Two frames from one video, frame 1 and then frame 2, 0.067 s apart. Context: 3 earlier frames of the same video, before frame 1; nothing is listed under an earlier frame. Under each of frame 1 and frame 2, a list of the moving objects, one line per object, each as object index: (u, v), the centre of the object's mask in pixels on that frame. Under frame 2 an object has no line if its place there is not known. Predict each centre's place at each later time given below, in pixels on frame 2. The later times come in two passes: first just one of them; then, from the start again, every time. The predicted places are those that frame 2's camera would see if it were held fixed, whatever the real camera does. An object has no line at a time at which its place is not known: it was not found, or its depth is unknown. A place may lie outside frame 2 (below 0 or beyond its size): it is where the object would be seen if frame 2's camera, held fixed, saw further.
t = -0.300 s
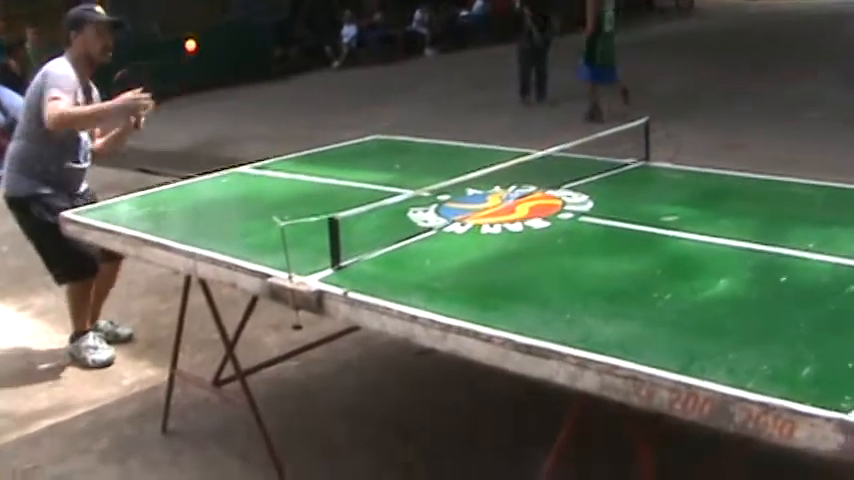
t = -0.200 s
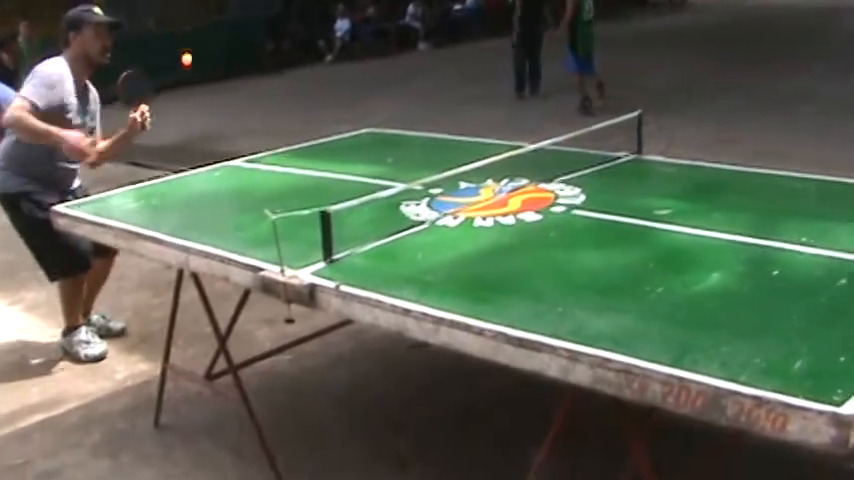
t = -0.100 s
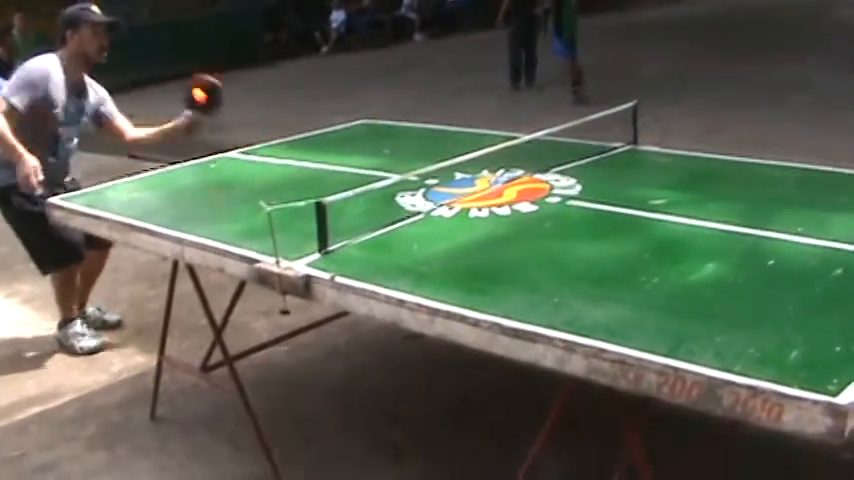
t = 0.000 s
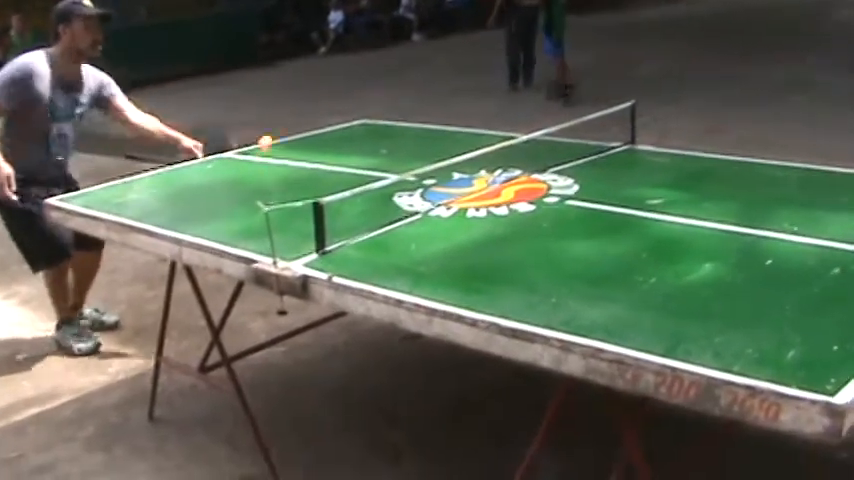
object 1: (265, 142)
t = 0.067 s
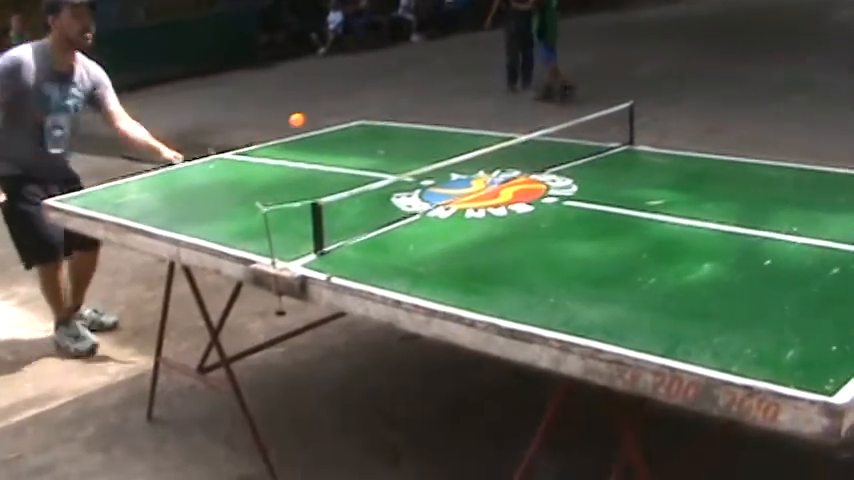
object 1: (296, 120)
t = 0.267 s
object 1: (414, 151)
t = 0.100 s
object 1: (314, 114)
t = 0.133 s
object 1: (332, 111)
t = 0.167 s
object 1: (352, 113)
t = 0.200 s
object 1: (371, 121)
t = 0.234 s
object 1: (392, 133)
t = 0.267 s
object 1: (414, 151)
